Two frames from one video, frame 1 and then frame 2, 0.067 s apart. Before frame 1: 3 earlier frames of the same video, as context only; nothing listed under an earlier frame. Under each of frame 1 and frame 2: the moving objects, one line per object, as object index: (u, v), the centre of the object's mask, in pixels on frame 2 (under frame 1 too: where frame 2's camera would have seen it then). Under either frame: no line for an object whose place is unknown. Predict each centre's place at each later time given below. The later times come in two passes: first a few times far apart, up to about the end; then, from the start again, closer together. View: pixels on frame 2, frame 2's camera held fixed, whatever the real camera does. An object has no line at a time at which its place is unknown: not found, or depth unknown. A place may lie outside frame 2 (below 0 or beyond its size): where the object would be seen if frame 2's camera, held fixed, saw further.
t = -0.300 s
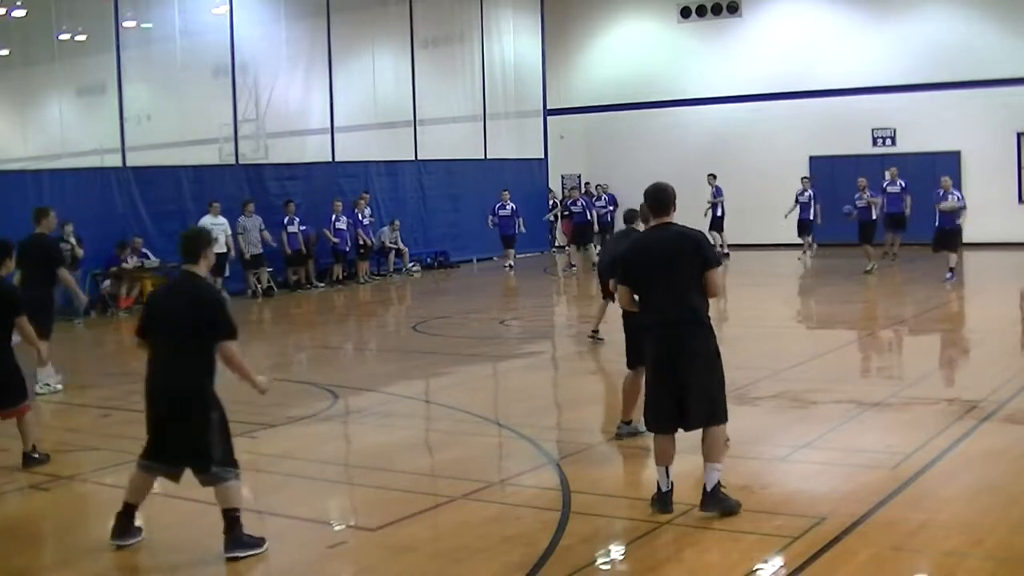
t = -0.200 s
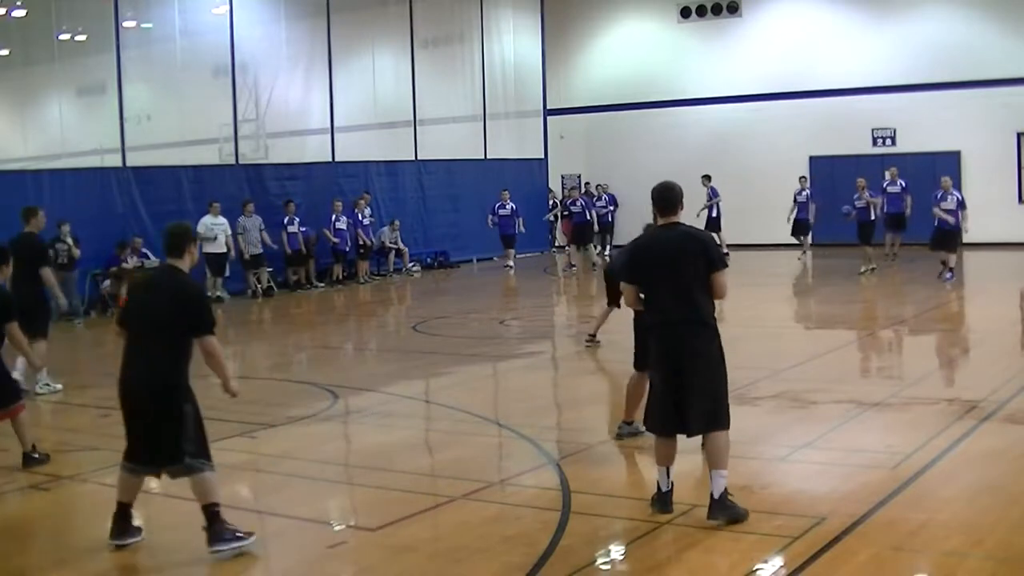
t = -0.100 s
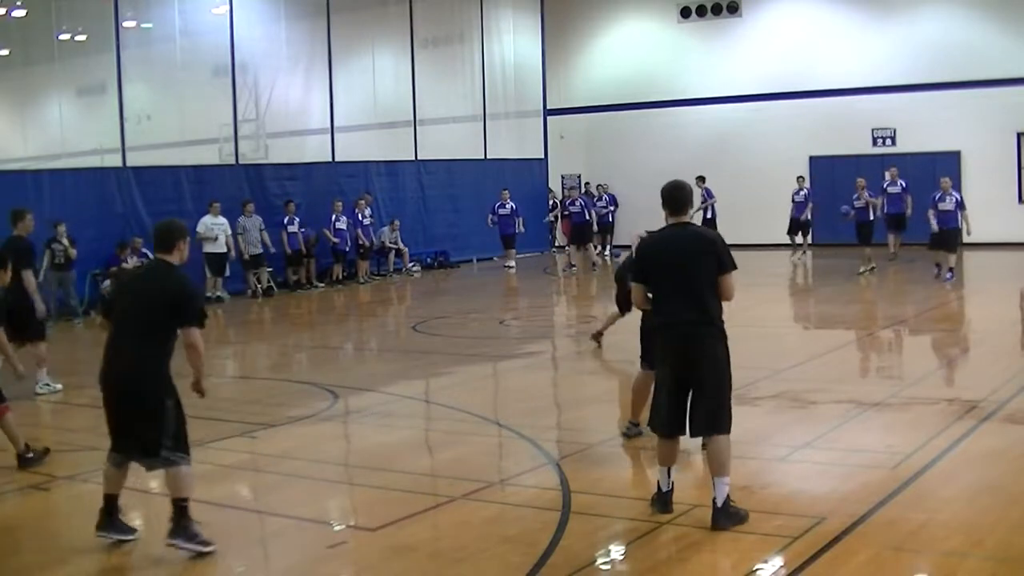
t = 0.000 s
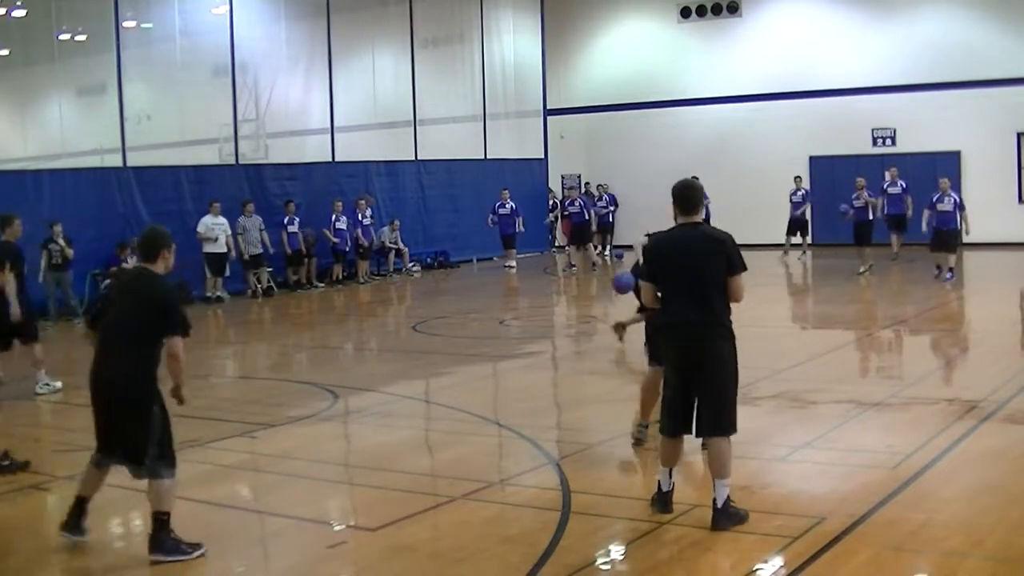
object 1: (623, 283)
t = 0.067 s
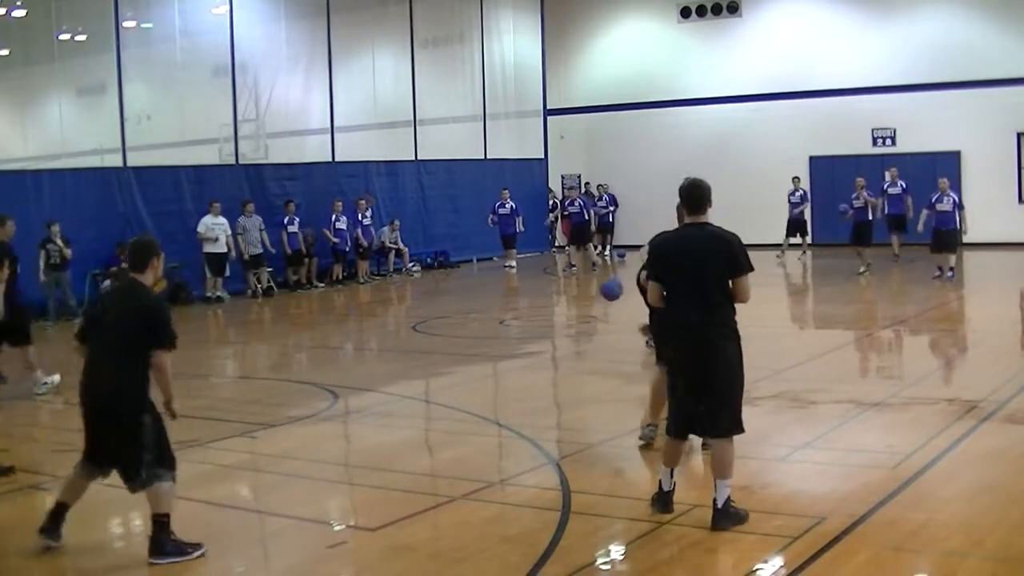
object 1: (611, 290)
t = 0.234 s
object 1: (580, 324)
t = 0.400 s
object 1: (542, 401)
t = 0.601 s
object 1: (509, 408)
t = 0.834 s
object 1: (479, 414)
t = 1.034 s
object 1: (454, 451)
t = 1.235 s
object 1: (429, 443)
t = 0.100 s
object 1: (605, 294)
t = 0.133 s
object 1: (600, 299)
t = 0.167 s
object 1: (593, 308)
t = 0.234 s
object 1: (580, 324)
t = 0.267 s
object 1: (573, 337)
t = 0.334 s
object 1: (558, 364)
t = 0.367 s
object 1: (551, 382)
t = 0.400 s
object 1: (542, 401)
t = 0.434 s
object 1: (535, 421)
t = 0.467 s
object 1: (527, 437)
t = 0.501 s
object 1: (523, 427)
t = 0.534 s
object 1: (518, 419)
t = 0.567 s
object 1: (513, 412)
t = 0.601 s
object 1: (509, 408)
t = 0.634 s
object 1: (504, 404)
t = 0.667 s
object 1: (500, 402)
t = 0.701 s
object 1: (495, 402)
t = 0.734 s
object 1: (491, 403)
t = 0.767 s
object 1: (487, 405)
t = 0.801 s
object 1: (483, 409)
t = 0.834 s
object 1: (479, 414)
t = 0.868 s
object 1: (475, 422)
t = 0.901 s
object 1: (470, 431)
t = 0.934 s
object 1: (467, 442)
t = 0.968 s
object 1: (462, 454)
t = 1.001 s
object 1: (458, 459)
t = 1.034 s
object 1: (454, 451)
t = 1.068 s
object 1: (449, 446)
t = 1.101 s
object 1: (445, 442)
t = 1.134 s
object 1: (441, 440)
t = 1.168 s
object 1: (437, 440)
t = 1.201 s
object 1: (433, 441)
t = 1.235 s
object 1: (429, 443)
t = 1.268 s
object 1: (425, 447)
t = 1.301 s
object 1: (421, 453)
